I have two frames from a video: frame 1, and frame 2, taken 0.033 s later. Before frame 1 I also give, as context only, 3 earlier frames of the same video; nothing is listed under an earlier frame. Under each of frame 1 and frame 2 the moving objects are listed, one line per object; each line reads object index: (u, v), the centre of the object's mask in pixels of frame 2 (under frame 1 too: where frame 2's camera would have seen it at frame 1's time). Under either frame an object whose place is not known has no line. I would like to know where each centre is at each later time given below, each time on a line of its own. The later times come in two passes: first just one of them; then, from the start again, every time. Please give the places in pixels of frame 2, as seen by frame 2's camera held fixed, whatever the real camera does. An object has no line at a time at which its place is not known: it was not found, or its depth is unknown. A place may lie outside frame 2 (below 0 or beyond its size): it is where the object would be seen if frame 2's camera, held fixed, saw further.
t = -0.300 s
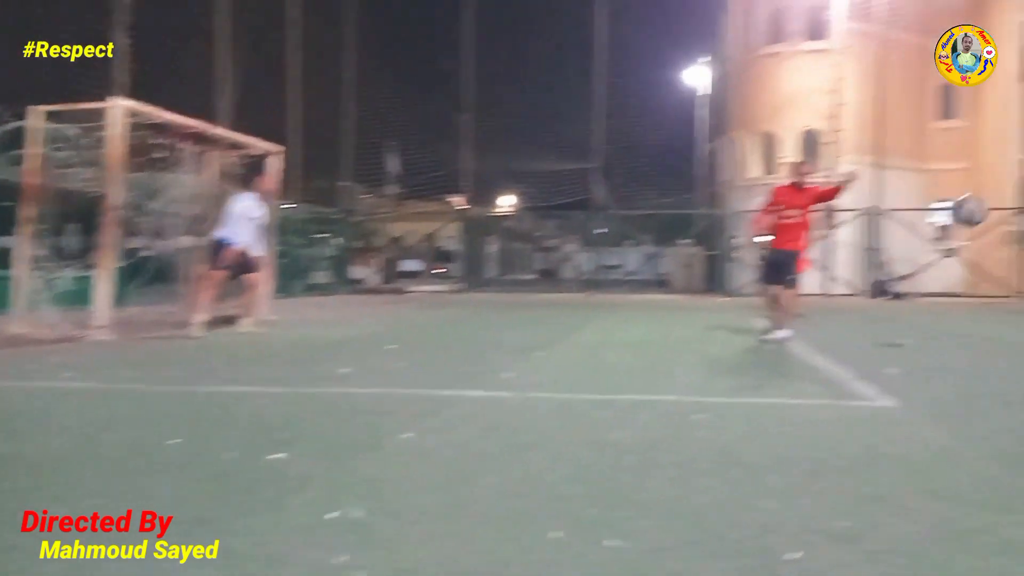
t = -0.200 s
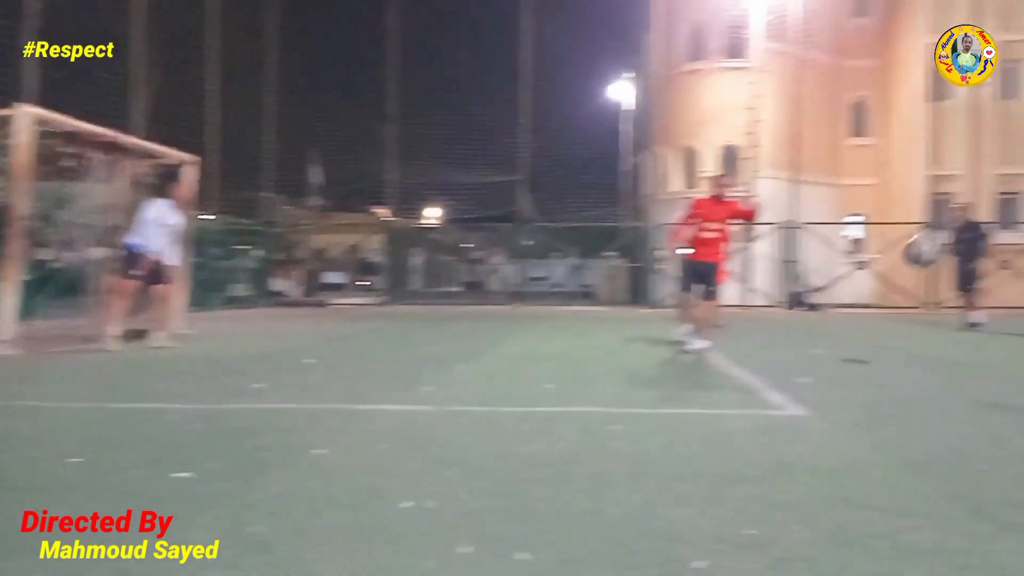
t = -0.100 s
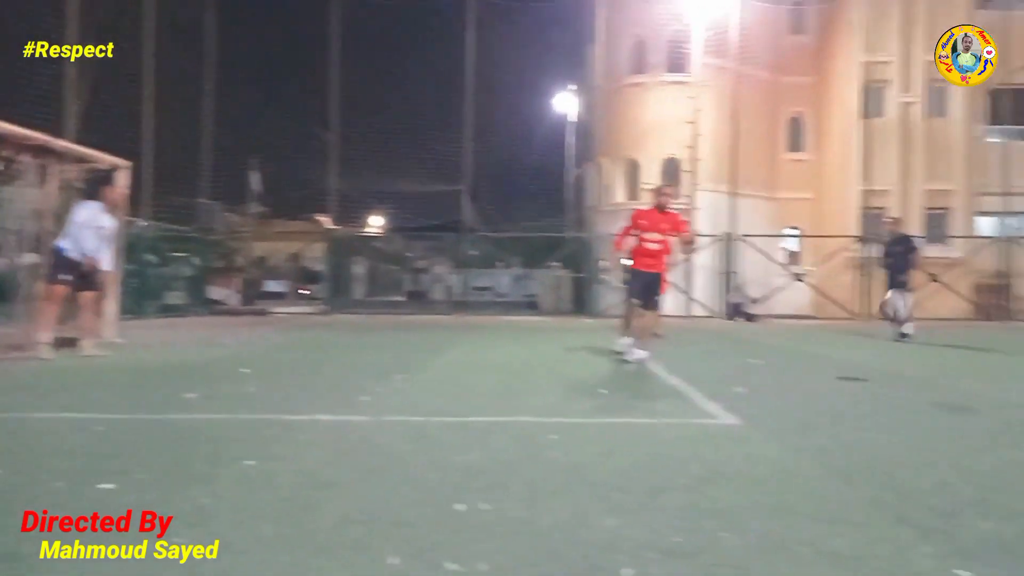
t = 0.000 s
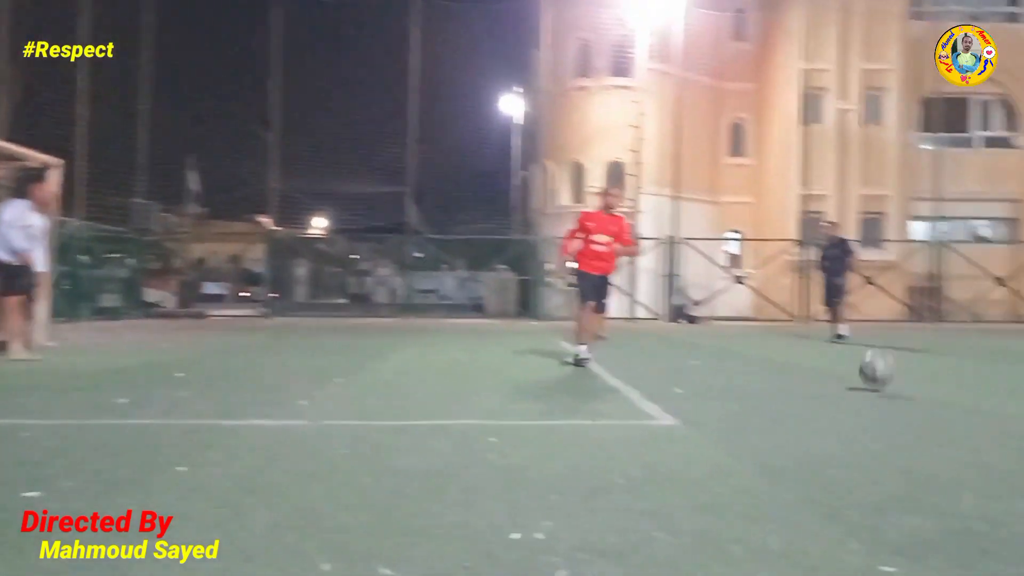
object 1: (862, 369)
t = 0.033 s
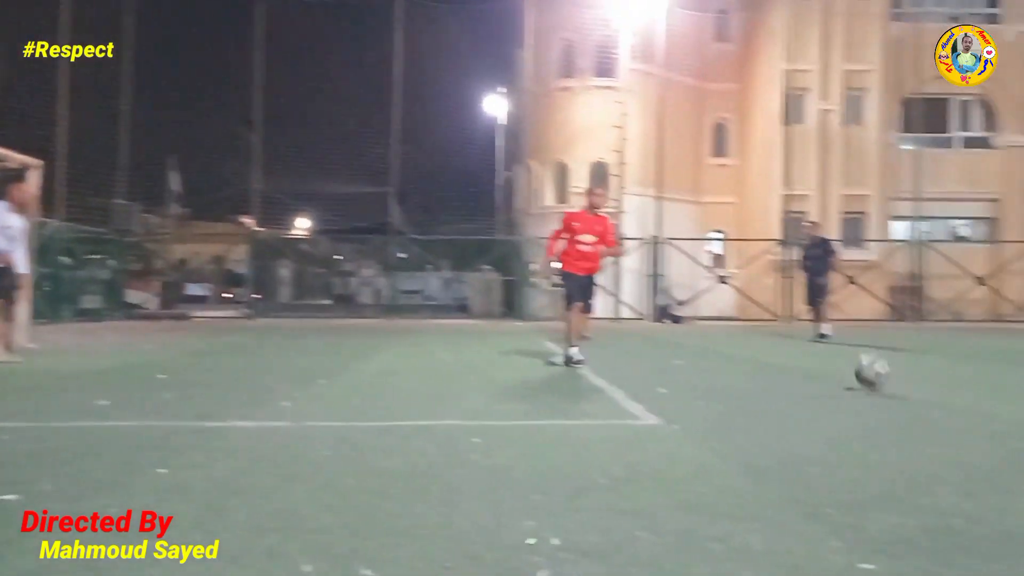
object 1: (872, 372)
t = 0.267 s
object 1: (960, 309)
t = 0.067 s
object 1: (878, 358)
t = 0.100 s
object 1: (892, 346)
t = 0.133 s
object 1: (904, 335)
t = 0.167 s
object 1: (917, 326)
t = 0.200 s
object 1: (931, 319)
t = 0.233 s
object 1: (945, 313)
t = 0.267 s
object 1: (960, 309)
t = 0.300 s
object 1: (976, 305)
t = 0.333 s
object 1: (989, 304)
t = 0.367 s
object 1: (1004, 306)
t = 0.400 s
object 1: (1020, 308)
